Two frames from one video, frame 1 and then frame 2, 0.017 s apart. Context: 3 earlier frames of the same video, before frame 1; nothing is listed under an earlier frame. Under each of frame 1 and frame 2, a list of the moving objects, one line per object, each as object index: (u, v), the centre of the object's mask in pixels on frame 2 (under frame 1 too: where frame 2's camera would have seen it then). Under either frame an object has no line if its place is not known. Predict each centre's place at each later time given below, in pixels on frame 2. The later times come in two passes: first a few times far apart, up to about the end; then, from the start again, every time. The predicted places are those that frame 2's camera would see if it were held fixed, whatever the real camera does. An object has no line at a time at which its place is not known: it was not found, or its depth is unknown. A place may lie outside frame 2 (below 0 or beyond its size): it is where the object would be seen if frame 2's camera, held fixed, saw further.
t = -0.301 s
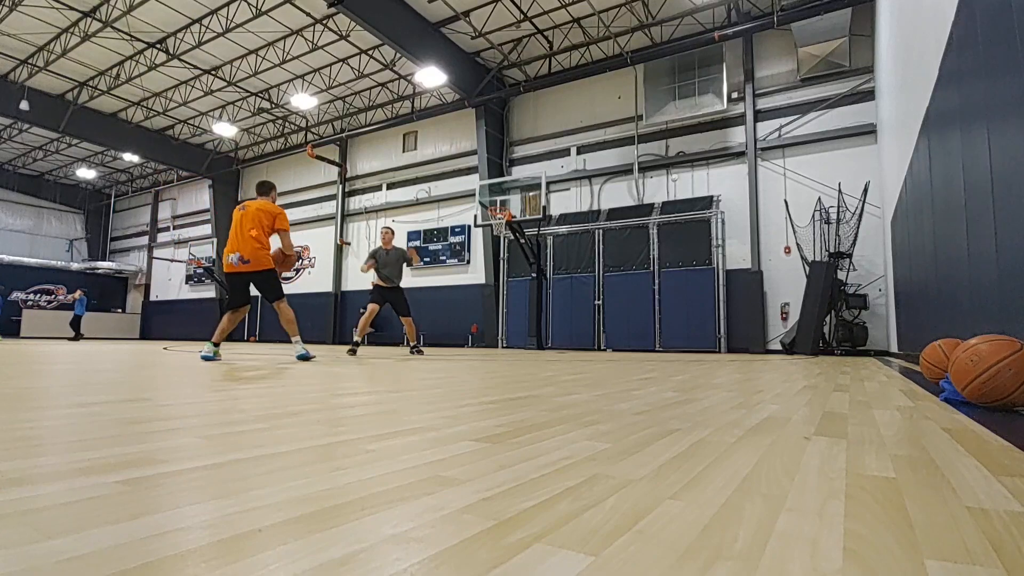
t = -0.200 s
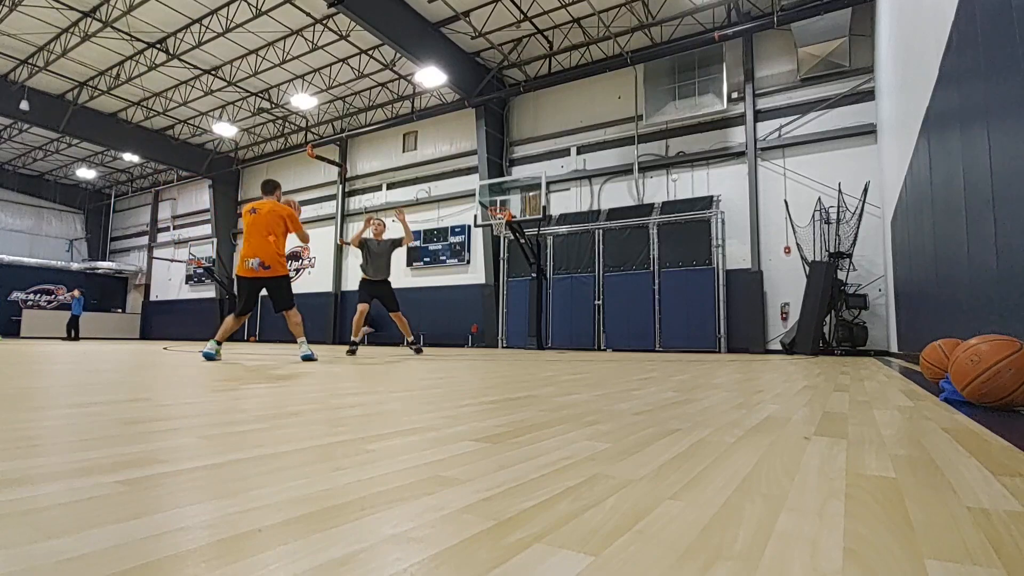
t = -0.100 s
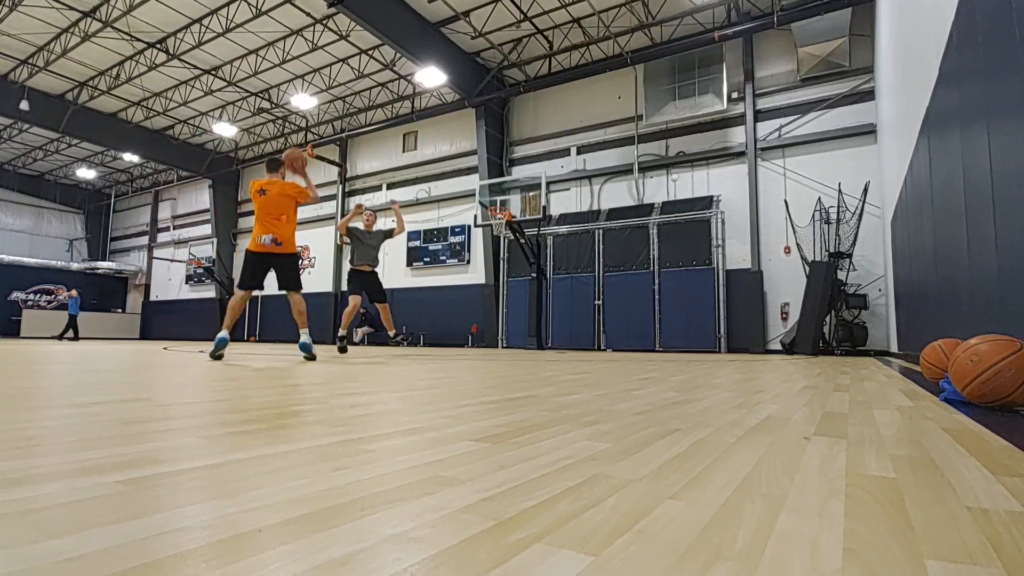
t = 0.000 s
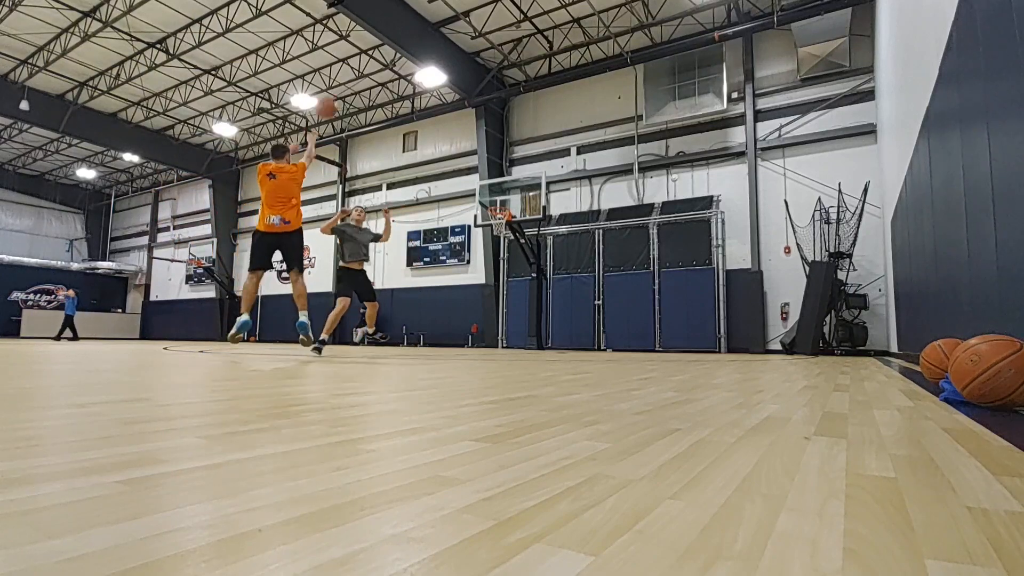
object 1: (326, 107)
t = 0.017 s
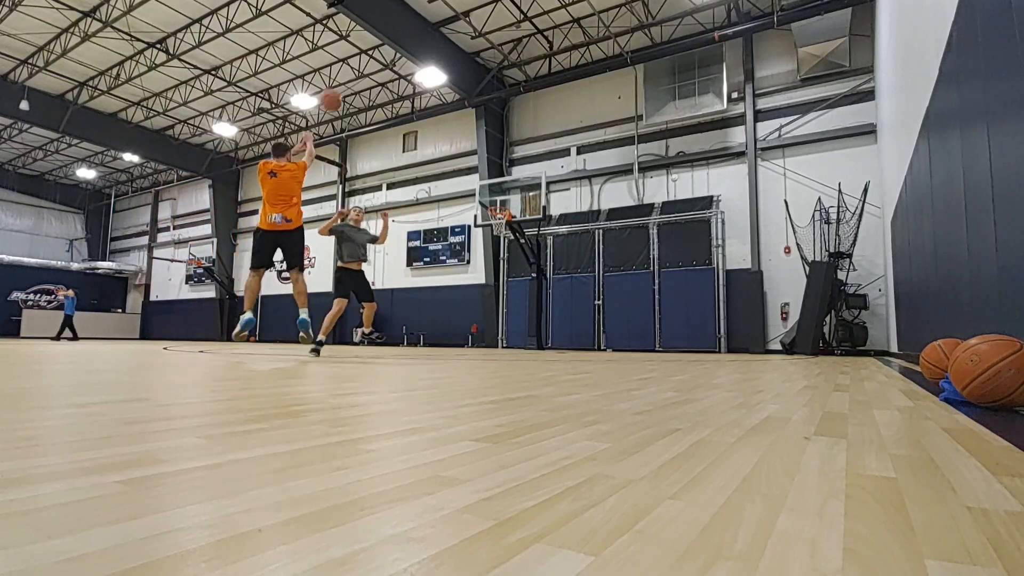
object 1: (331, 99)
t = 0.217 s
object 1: (382, 43)
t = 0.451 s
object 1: (423, 25)
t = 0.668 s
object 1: (451, 39)
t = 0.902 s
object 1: (473, 75)
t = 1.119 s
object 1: (490, 125)
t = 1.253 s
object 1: (498, 161)
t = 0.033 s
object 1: (335, 92)
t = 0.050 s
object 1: (341, 86)
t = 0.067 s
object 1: (346, 81)
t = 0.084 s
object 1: (350, 76)
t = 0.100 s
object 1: (354, 69)
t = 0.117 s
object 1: (358, 65)
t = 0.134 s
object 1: (363, 61)
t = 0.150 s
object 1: (367, 57)
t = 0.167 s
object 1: (371, 52)
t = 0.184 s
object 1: (375, 49)
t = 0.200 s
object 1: (379, 45)
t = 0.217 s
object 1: (382, 43)
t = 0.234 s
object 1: (385, 39)
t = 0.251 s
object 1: (389, 37)
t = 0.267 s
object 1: (392, 35)
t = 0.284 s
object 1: (395, 33)
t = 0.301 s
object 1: (398, 31)
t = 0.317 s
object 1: (402, 30)
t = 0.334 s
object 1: (404, 29)
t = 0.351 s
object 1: (407, 27)
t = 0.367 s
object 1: (410, 27)
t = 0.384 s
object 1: (413, 26)
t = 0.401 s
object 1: (416, 26)
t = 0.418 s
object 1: (418, 25)
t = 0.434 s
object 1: (421, 25)
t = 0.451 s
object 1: (423, 25)
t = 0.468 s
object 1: (426, 25)
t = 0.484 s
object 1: (428, 26)
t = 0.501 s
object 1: (431, 26)
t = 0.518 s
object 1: (433, 27)
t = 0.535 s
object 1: (435, 27)
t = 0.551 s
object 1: (437, 28)
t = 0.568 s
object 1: (439, 29)
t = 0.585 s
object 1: (441, 31)
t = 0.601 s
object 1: (443, 32)
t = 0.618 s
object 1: (445, 34)
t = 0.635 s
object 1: (447, 35)
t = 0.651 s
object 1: (449, 37)
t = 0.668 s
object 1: (451, 39)
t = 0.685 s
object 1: (453, 41)
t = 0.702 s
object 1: (455, 43)
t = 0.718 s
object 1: (456, 45)
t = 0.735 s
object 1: (458, 47)
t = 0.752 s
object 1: (460, 50)
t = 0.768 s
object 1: (461, 52)
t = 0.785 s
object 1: (463, 55)
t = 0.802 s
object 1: (465, 58)
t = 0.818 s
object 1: (466, 60)
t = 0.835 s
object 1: (468, 63)
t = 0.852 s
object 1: (469, 66)
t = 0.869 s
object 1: (471, 69)
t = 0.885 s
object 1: (472, 72)
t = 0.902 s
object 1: (473, 75)
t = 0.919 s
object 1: (475, 79)
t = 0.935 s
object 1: (476, 82)
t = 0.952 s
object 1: (477, 86)
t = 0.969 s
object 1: (479, 89)
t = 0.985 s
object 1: (480, 93)
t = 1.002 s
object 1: (481, 96)
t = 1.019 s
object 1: (483, 100)
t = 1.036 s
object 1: (484, 104)
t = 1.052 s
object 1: (485, 108)
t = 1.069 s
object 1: (486, 112)
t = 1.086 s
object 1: (488, 116)
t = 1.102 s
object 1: (489, 121)
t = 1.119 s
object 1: (490, 125)
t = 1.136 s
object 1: (491, 129)
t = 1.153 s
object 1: (492, 134)
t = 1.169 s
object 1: (493, 138)
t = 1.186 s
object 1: (494, 143)
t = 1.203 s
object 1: (495, 147)
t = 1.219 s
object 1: (496, 152)
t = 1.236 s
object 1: (497, 157)
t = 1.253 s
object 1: (498, 161)
